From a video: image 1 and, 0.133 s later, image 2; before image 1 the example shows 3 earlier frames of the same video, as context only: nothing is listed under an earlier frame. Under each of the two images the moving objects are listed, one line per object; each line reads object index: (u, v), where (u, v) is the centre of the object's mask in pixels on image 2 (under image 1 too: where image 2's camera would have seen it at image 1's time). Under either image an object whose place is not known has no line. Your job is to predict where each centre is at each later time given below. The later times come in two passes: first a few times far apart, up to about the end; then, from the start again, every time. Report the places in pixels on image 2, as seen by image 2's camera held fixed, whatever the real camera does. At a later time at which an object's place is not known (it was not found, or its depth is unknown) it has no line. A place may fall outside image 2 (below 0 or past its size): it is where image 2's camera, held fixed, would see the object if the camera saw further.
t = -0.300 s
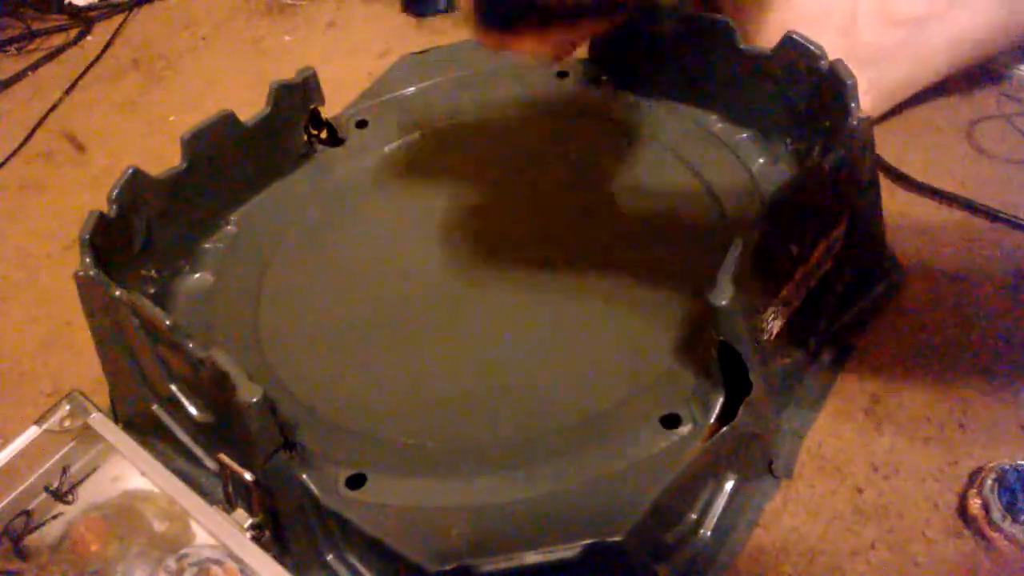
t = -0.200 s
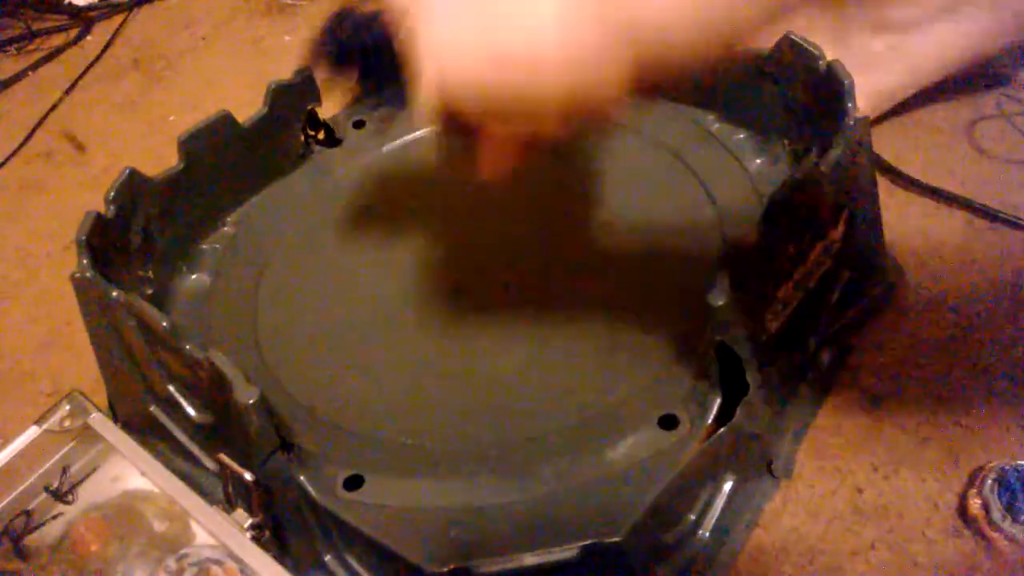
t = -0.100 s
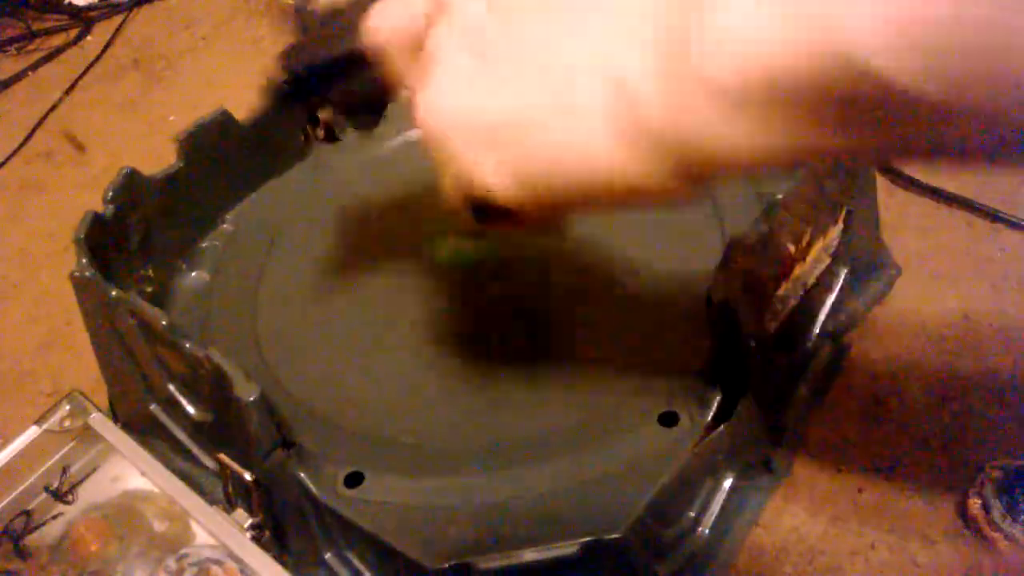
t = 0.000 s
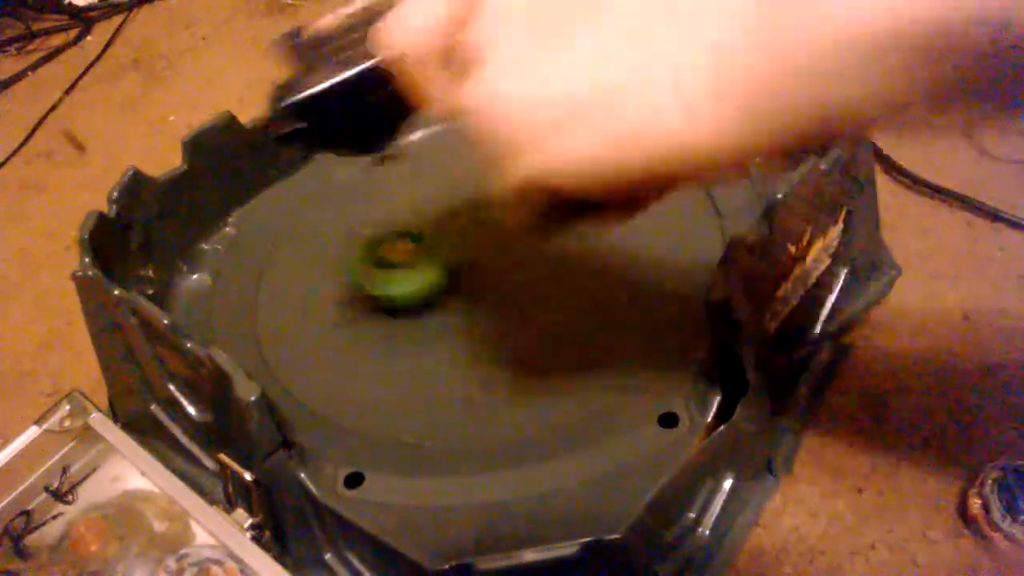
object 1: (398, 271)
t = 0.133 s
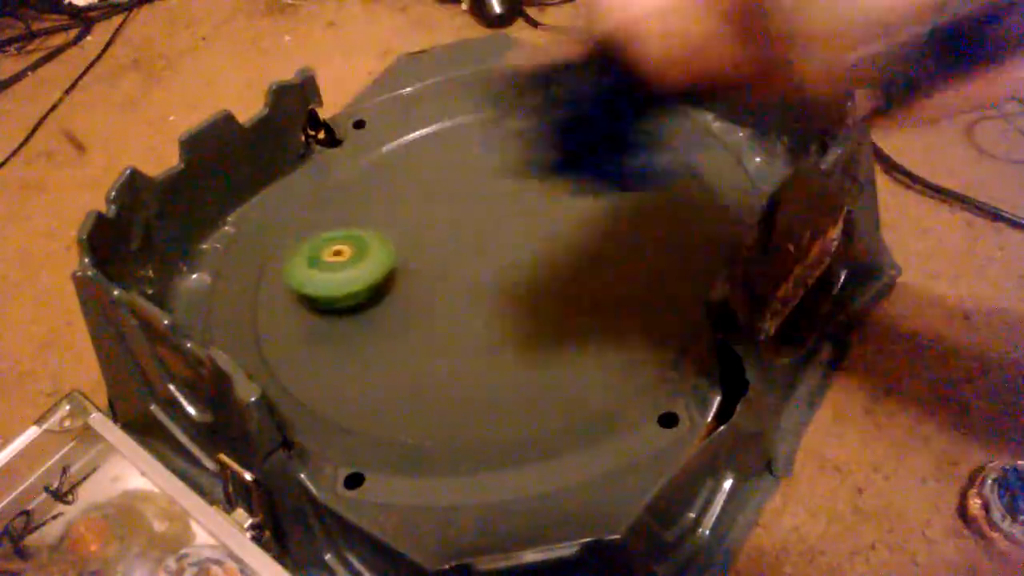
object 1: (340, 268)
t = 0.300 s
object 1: (318, 276)
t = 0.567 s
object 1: (342, 279)
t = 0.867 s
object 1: (393, 219)
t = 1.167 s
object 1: (393, 182)
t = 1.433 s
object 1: (380, 169)
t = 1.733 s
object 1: (393, 180)
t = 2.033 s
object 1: (464, 195)
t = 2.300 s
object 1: (526, 186)
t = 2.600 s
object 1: (543, 179)
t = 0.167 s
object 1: (331, 269)
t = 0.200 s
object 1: (325, 270)
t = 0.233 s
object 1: (321, 272)
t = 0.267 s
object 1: (319, 274)
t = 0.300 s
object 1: (318, 276)
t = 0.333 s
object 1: (319, 279)
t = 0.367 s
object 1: (319, 281)
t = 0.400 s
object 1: (319, 283)
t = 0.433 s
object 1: (321, 284)
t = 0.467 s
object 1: (324, 284)
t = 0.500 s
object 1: (329, 283)
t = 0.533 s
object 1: (334, 282)
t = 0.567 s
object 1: (342, 279)
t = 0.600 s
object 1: (349, 274)
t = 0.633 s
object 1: (356, 269)
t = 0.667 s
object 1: (362, 263)
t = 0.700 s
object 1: (369, 255)
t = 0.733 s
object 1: (375, 248)
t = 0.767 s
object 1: (381, 240)
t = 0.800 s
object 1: (387, 233)
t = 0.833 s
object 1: (390, 226)
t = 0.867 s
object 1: (393, 219)
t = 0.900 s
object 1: (395, 212)
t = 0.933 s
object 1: (396, 207)
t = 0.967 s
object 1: (396, 201)
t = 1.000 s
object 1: (397, 197)
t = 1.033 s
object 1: (396, 192)
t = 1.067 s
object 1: (396, 190)
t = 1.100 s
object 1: (396, 188)
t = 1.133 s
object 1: (393, 184)
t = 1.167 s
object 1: (393, 182)
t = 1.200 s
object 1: (391, 178)
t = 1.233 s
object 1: (390, 177)
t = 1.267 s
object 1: (388, 175)
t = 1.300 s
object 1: (385, 173)
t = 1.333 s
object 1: (384, 172)
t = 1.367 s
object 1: (381, 170)
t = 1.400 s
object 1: (381, 169)
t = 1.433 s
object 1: (380, 169)
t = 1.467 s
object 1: (380, 169)
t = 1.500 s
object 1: (378, 169)
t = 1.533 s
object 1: (378, 169)
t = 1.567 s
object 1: (378, 170)
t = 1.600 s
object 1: (379, 171)
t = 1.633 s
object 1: (381, 173)
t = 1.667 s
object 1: (385, 176)
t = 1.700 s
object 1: (389, 178)
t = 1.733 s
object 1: (393, 180)
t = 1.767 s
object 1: (396, 182)
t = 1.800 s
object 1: (405, 185)
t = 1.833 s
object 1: (412, 186)
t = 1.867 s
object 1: (420, 190)
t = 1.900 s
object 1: (429, 191)
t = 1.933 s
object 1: (437, 192)
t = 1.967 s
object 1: (446, 193)
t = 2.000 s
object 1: (455, 194)
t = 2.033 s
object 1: (464, 195)
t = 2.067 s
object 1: (472, 194)
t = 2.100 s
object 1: (481, 195)
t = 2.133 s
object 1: (491, 194)
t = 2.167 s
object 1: (499, 192)
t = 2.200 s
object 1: (506, 191)
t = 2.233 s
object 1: (513, 190)
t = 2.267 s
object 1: (520, 188)
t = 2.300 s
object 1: (526, 186)
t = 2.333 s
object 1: (530, 185)
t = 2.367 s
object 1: (535, 183)
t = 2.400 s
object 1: (538, 182)
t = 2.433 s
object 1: (541, 180)
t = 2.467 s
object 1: (543, 179)
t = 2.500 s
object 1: (543, 179)
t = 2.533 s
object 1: (544, 179)
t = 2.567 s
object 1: (544, 179)
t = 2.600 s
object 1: (543, 179)
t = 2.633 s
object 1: (541, 180)
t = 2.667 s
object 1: (538, 183)
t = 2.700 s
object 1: (537, 185)
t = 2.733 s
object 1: (533, 189)
